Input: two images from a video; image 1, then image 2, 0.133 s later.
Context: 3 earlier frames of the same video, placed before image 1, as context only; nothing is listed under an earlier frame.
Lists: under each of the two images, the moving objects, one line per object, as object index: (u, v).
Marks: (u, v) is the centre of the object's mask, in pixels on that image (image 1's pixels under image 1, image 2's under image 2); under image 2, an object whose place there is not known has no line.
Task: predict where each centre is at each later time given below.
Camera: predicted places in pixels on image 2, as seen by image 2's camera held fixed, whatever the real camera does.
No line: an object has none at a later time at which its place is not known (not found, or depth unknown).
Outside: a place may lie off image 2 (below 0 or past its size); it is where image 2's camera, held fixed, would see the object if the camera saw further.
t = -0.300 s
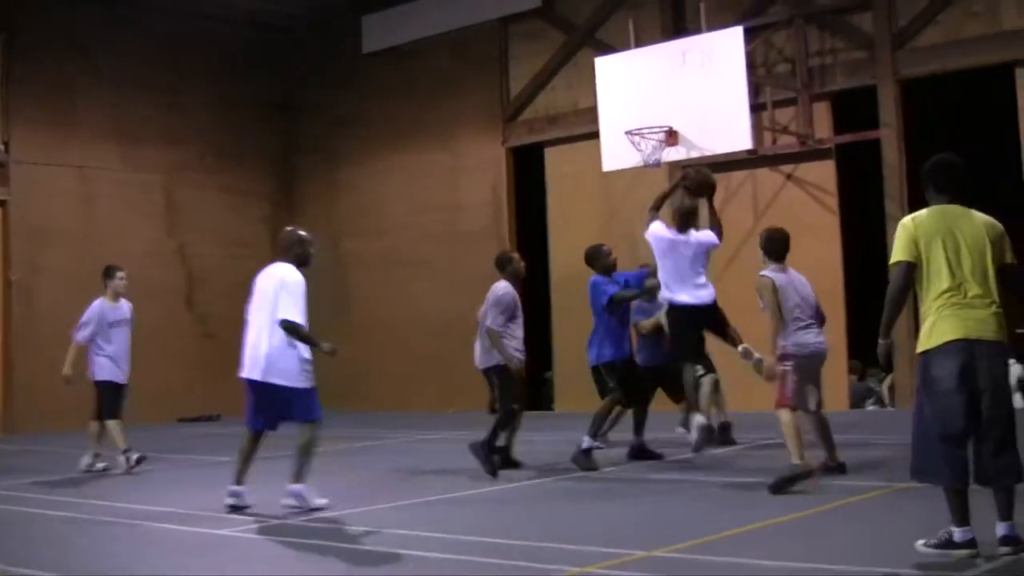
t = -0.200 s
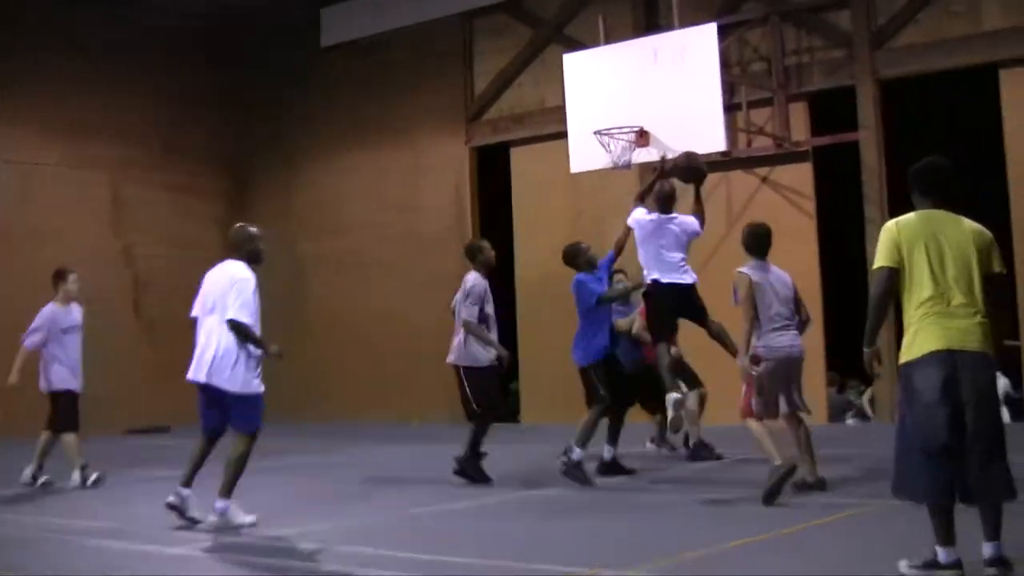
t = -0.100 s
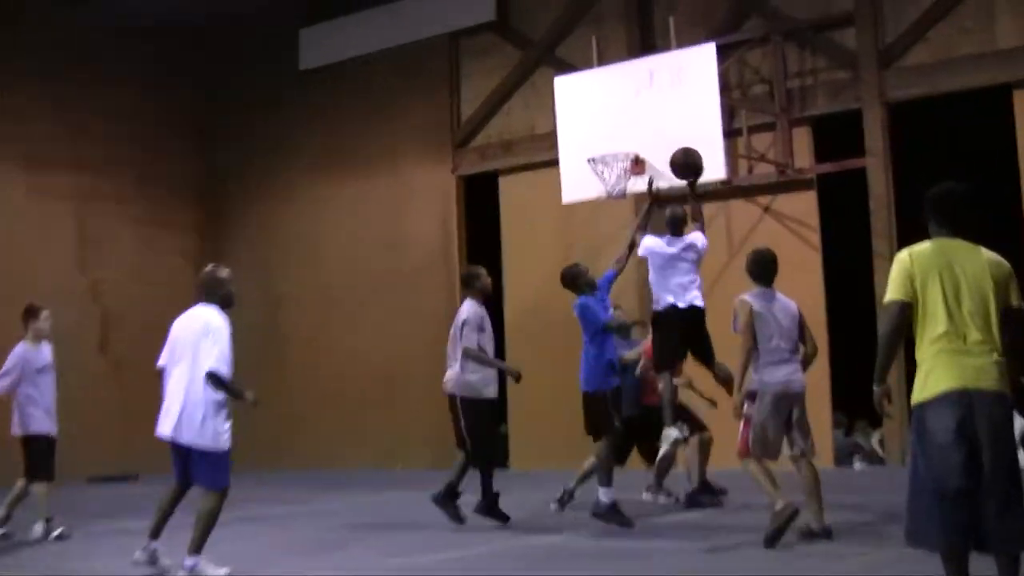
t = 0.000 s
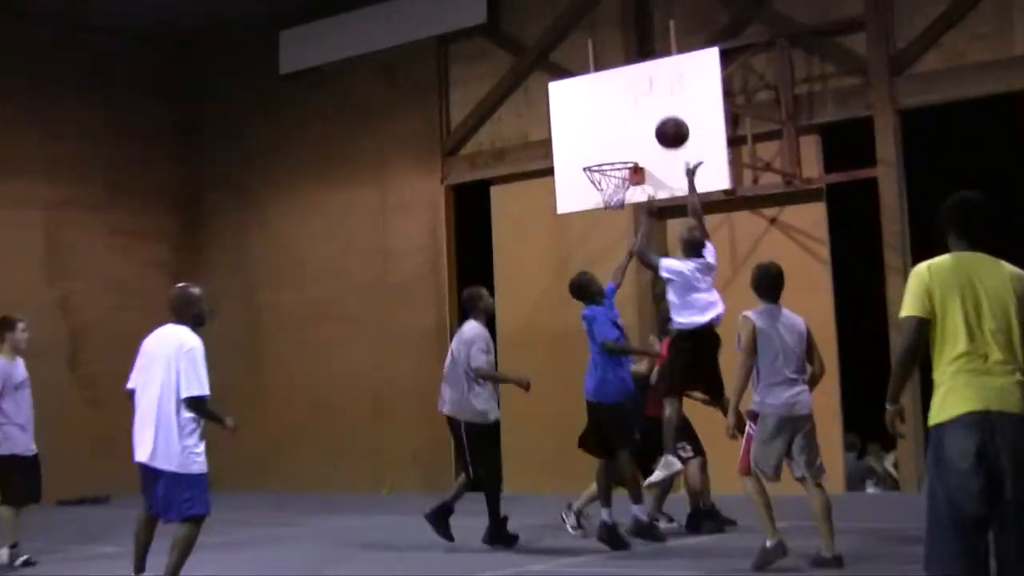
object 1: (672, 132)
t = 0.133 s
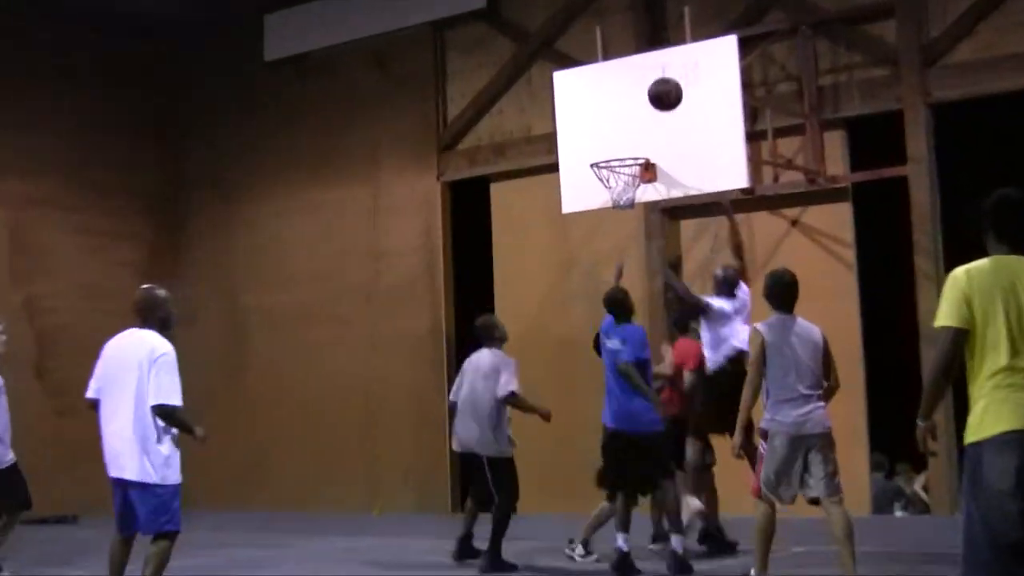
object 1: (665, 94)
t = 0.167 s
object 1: (660, 90)
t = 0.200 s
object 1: (655, 88)
